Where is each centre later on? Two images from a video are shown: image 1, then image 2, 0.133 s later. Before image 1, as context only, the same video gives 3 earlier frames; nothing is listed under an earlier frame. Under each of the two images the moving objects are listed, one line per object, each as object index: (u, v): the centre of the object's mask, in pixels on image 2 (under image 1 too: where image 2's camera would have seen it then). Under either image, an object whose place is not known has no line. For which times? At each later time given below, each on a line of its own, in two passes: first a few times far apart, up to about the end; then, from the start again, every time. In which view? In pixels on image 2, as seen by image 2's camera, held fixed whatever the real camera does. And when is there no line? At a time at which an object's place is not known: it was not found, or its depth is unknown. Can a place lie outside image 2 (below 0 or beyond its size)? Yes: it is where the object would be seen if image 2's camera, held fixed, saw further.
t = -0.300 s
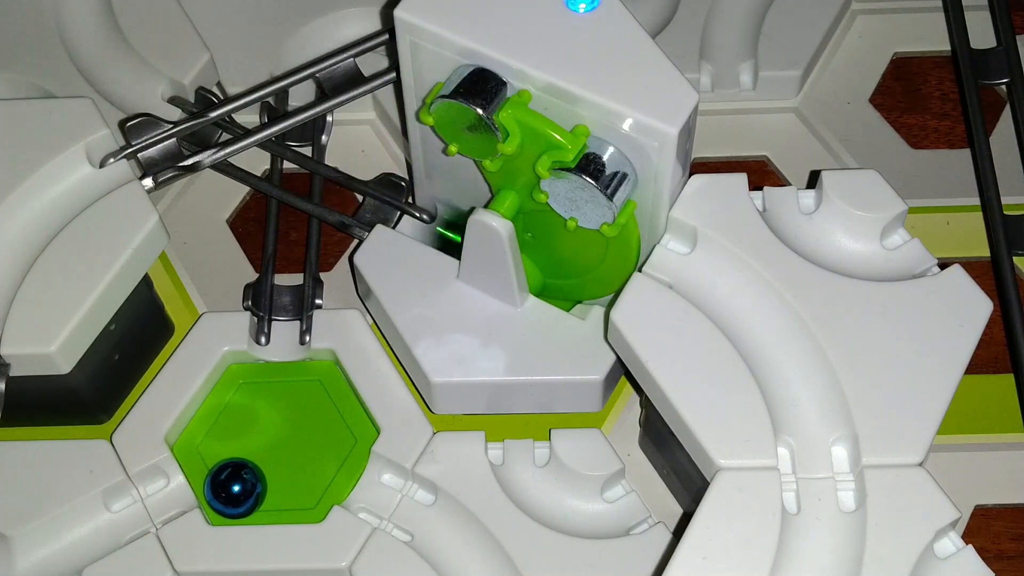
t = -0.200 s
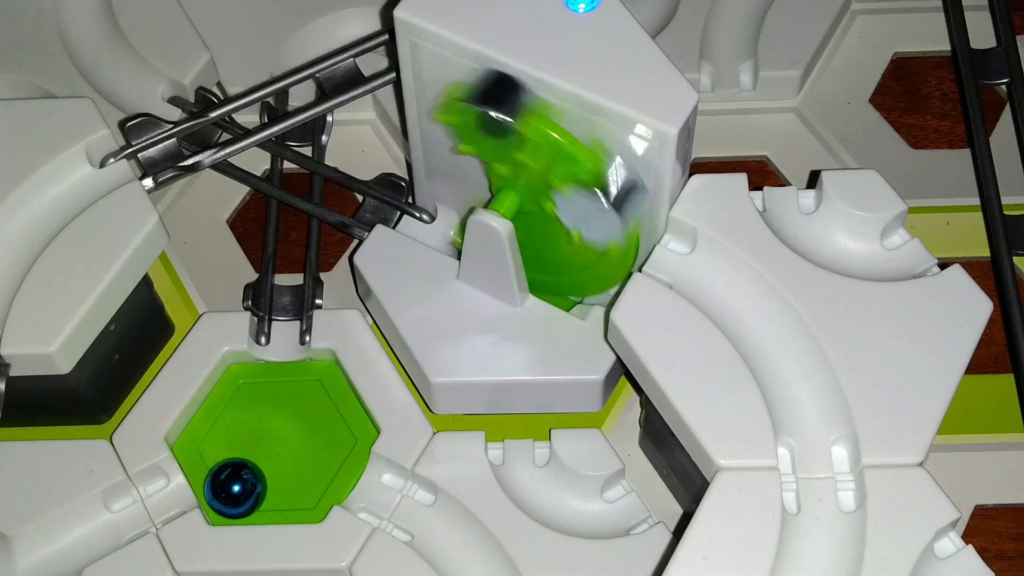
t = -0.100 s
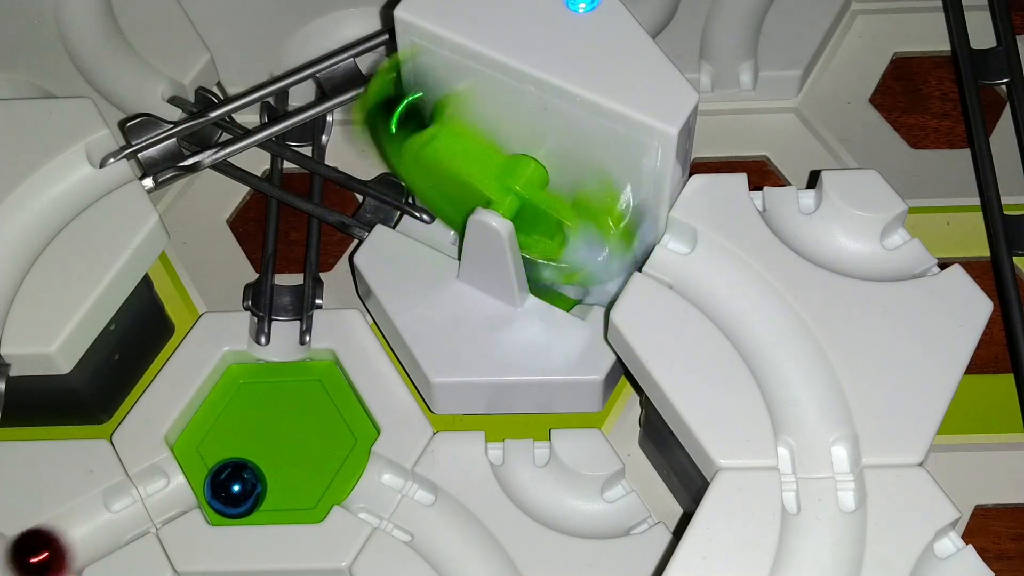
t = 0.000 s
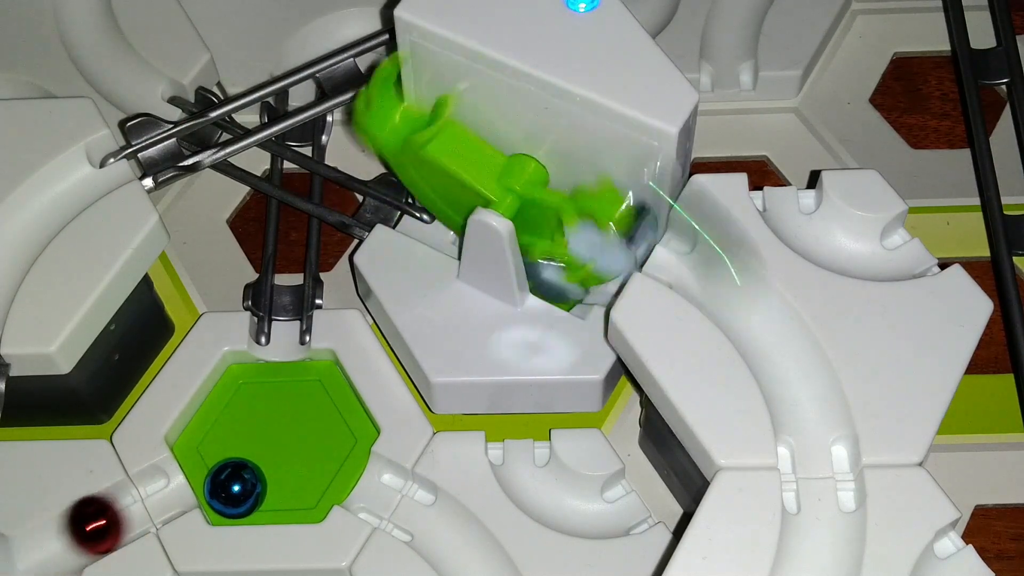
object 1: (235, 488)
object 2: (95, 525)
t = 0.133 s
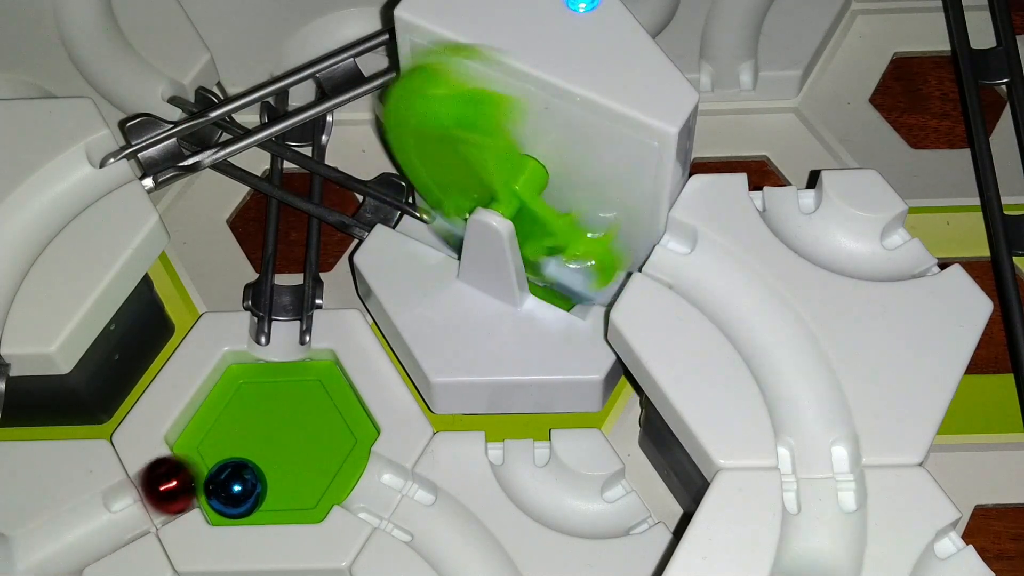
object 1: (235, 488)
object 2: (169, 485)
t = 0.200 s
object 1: (260, 486)
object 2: (188, 477)
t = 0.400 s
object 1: (305, 471)
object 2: (251, 443)
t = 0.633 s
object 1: (311, 454)
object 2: (292, 384)
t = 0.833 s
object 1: (311, 465)
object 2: (321, 405)
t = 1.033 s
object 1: (290, 482)
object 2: (335, 435)
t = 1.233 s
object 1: (265, 486)
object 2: (317, 439)
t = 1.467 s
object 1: (240, 488)
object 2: (307, 464)
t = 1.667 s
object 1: (232, 482)
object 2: (296, 481)
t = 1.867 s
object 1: (233, 485)
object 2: (295, 484)
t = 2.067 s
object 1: (236, 488)
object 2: (299, 485)
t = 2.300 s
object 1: (235, 488)
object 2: (297, 485)
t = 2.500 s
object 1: (235, 488)
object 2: (298, 485)
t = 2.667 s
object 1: (235, 488)
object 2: (298, 485)
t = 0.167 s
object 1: (248, 487)
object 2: (179, 481)
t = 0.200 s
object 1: (260, 486)
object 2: (188, 477)
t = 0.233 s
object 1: (272, 485)
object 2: (195, 471)
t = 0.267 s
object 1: (284, 484)
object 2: (201, 467)
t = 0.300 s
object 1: (297, 483)
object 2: (209, 464)
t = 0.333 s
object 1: (305, 481)
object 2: (223, 458)
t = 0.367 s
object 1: (304, 475)
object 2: (238, 451)
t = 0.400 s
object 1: (305, 471)
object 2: (251, 443)
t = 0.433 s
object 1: (312, 470)
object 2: (255, 432)
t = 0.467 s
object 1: (312, 466)
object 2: (261, 422)
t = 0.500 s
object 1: (312, 462)
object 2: (267, 413)
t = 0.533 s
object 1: (312, 459)
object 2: (273, 405)
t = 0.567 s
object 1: (312, 457)
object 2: (279, 397)
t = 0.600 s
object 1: (312, 455)
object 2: (285, 390)
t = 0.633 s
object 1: (311, 454)
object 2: (292, 384)
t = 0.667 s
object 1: (310, 453)
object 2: (299, 381)
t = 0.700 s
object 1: (310, 454)
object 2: (305, 385)
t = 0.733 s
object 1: (310, 454)
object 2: (311, 389)
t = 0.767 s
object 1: (310, 455)
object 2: (315, 395)
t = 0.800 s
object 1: (311, 459)
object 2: (318, 402)
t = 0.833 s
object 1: (311, 465)
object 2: (321, 405)
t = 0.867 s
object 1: (310, 471)
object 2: (324, 409)
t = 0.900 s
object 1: (307, 476)
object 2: (326, 414)
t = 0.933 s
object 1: (302, 480)
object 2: (329, 419)
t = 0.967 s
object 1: (297, 485)
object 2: (332, 425)
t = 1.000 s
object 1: (293, 484)
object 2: (335, 431)
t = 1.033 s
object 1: (290, 482)
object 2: (335, 435)
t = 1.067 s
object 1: (286, 481)
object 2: (330, 437)
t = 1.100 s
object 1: (281, 482)
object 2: (327, 436)
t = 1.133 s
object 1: (277, 483)
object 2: (324, 437)
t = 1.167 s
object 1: (272, 485)
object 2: (322, 437)
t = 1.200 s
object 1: (269, 486)
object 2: (319, 438)
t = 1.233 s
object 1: (265, 486)
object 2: (317, 439)
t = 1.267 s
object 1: (261, 486)
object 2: (315, 441)
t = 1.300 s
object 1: (258, 486)
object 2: (312, 443)
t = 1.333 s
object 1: (254, 487)
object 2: (310, 446)
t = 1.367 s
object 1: (251, 487)
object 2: (308, 450)
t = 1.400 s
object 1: (247, 487)
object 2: (308, 454)
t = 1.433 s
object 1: (244, 488)
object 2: (307, 459)
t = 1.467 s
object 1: (240, 488)
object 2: (307, 464)
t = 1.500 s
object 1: (237, 488)
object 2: (306, 469)
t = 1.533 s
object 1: (235, 487)
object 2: (306, 476)
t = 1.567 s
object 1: (235, 485)
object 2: (304, 482)
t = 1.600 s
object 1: (235, 484)
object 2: (299, 486)
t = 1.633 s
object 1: (233, 483)
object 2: (297, 483)
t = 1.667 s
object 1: (232, 482)
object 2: (296, 481)
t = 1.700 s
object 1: (232, 481)
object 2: (295, 480)
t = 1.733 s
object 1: (232, 480)
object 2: (295, 479)
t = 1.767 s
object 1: (232, 481)
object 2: (295, 480)
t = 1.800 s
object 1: (232, 482)
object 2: (295, 481)
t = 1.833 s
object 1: (232, 483)
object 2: (295, 483)
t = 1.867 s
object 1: (233, 485)
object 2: (295, 484)
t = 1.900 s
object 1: (233, 485)
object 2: (295, 485)
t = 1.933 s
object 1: (234, 485)
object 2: (296, 484)
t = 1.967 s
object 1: (235, 485)
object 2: (297, 484)
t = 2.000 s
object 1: (236, 486)
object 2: (298, 484)
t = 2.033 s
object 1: (236, 486)
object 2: (298, 485)
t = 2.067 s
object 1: (236, 488)
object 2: (299, 485)
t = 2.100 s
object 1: (236, 488)
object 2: (300, 485)
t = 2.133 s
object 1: (236, 487)
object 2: (299, 485)
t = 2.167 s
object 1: (236, 488)
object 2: (299, 485)
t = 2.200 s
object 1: (235, 488)
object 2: (298, 485)
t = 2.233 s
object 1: (235, 488)
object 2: (297, 485)
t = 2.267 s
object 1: (235, 488)
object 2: (297, 485)
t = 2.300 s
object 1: (235, 488)
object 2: (297, 485)
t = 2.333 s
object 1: (235, 488)
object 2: (298, 486)
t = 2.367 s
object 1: (235, 488)
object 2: (298, 485)
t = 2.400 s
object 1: (235, 488)
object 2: (298, 486)
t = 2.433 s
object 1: (235, 488)
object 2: (298, 486)
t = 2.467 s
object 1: (235, 488)
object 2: (298, 486)
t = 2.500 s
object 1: (235, 488)
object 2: (298, 485)
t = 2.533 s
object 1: (235, 488)
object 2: (297, 485)
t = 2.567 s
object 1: (235, 488)
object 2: (298, 485)
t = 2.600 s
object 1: (235, 488)
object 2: (298, 486)
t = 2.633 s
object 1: (235, 488)
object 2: (298, 486)
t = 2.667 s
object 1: (235, 488)
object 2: (298, 485)
